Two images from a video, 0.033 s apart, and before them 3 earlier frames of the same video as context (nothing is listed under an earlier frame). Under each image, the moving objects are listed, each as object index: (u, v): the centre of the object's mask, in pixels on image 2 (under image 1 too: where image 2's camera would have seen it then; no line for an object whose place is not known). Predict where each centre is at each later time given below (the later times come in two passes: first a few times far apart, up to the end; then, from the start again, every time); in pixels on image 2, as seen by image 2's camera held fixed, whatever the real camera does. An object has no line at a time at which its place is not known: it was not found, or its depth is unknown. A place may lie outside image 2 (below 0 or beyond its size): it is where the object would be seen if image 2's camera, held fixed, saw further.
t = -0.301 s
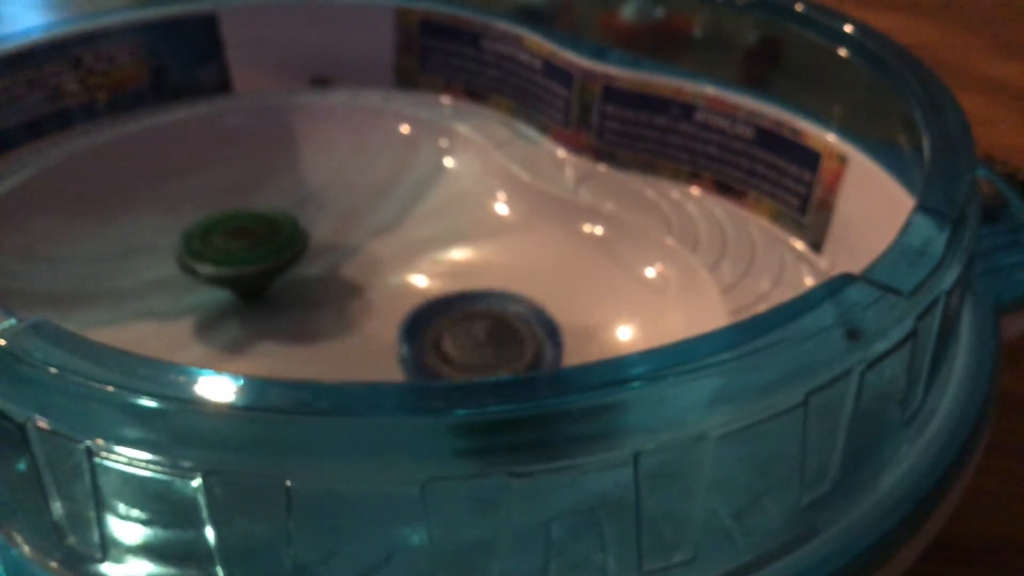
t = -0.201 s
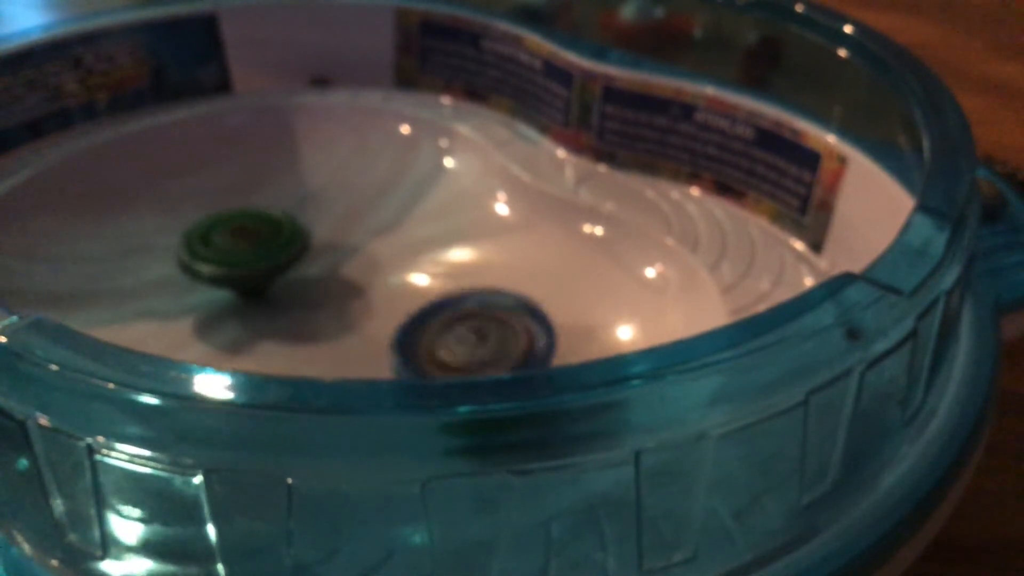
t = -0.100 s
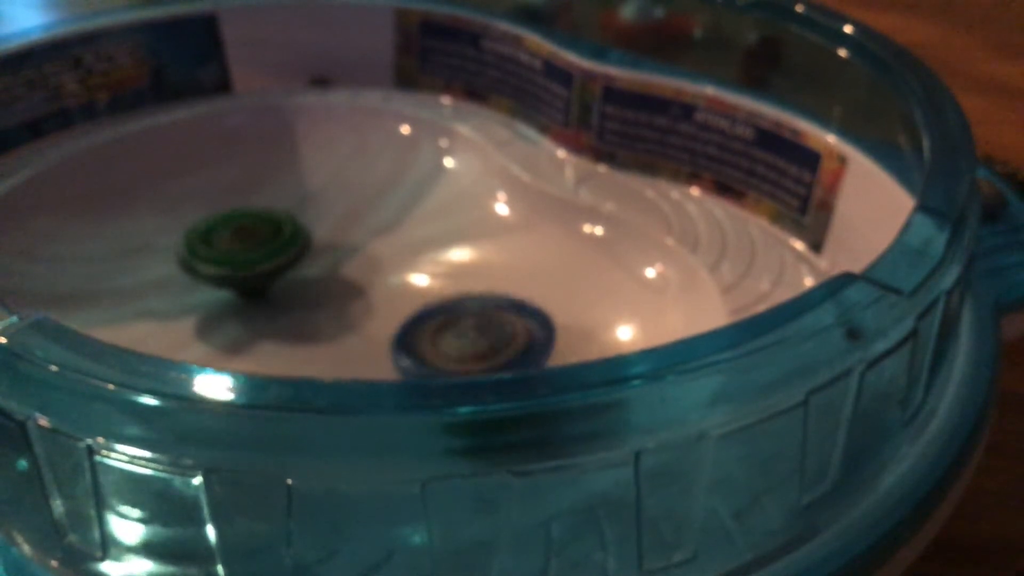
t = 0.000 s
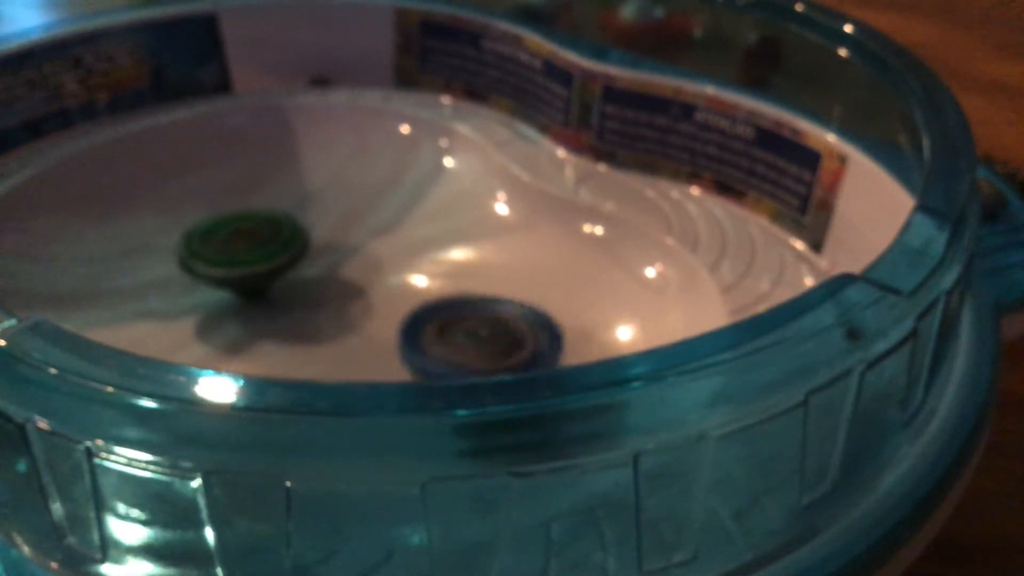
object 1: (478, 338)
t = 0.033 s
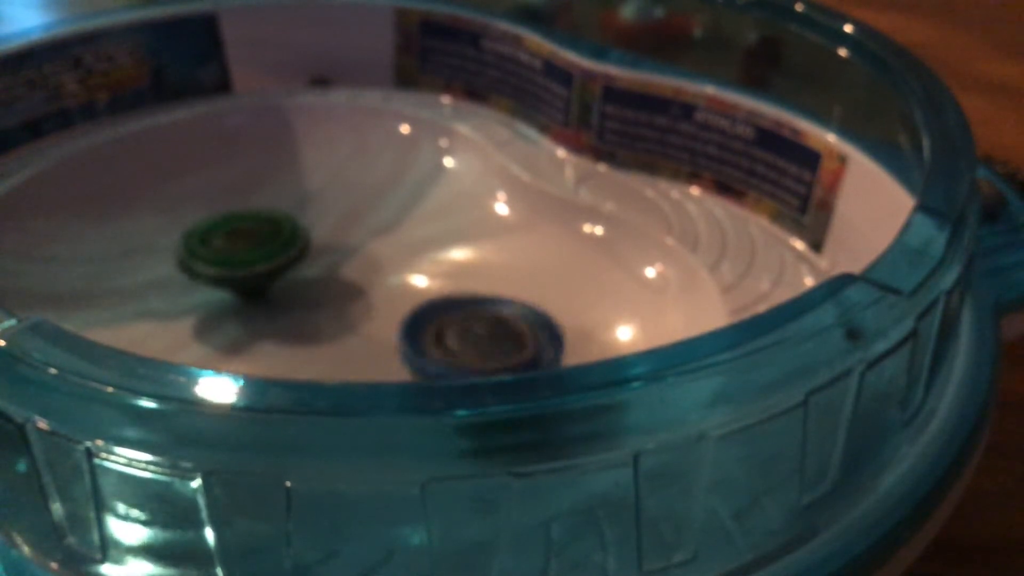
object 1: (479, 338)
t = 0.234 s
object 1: (474, 337)
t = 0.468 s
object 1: (480, 338)
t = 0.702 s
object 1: (469, 339)
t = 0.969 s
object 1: (474, 336)
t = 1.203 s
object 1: (470, 340)
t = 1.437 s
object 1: (465, 337)
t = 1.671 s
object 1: (477, 339)
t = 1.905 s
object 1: (464, 339)
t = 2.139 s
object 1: (477, 338)
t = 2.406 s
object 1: (470, 341)
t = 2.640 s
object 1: (470, 339)
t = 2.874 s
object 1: (477, 340)
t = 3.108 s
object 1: (463, 339)
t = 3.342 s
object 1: (472, 342)
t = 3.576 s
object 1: (460, 338)
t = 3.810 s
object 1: (472, 340)
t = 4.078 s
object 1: (466, 339)
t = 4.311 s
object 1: (471, 340)
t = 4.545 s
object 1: (469, 341)
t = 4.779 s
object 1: (478, 341)
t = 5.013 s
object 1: (483, 339)
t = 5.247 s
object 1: (465, 341)
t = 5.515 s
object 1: (471, 342)
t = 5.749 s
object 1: (471, 343)
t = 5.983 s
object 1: (468, 340)
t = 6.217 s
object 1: (471, 341)
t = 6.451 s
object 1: (455, 342)
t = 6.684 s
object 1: (464, 340)
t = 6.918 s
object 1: (465, 342)
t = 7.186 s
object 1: (462, 335)
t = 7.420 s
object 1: (455, 344)
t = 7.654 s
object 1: (460, 340)
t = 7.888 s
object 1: (471, 346)
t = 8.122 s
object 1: (468, 341)
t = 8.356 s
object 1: (484, 339)
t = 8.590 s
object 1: (482, 344)
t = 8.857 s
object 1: (483, 342)
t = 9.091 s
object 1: (487, 339)
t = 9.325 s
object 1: (480, 341)
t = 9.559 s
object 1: (484, 334)
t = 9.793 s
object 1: (478, 338)
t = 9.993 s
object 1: (473, 341)
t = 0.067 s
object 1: (479, 338)
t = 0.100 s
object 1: (479, 337)
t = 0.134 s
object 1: (478, 337)
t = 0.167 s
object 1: (475, 337)
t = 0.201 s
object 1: (475, 336)
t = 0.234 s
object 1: (474, 337)
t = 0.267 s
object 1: (472, 338)
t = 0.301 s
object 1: (472, 338)
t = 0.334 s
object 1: (473, 339)
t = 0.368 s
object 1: (474, 340)
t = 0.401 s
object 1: (477, 339)
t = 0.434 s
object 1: (480, 339)
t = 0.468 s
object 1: (480, 338)
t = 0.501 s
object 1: (480, 337)
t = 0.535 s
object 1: (480, 337)
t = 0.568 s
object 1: (478, 337)
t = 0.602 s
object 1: (475, 337)
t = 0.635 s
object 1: (472, 337)
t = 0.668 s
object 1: (471, 337)
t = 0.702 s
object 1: (469, 339)
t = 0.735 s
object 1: (469, 341)
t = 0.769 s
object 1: (473, 341)
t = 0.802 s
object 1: (477, 341)
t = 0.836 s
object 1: (479, 339)
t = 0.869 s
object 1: (479, 337)
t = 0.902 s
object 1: (479, 337)
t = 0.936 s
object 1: (477, 336)
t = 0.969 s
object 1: (474, 336)
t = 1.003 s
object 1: (472, 336)
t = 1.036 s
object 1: (469, 337)
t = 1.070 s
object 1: (466, 337)
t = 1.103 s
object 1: (466, 337)
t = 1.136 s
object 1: (466, 339)
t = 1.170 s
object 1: (467, 340)
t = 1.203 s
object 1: (470, 340)
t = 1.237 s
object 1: (475, 339)
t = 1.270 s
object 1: (477, 338)
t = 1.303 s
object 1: (476, 338)
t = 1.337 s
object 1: (476, 337)
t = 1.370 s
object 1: (473, 338)
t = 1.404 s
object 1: (470, 338)
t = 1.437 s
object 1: (465, 337)
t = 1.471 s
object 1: (463, 338)
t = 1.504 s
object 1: (463, 338)
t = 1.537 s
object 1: (464, 340)
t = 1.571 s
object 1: (467, 340)
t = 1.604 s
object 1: (470, 341)
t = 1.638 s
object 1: (473, 339)
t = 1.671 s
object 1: (477, 339)
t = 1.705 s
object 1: (478, 338)
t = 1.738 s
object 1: (478, 338)
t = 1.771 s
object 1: (475, 338)
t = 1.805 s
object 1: (472, 338)
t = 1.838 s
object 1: (468, 338)
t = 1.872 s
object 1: (465, 339)
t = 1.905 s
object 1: (464, 339)
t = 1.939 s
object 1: (466, 340)
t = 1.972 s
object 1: (468, 341)
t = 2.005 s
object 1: (471, 340)
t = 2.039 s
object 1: (477, 340)
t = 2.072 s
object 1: (477, 339)
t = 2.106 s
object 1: (478, 338)
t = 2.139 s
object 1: (477, 338)
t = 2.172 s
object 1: (475, 338)
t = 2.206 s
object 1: (471, 338)
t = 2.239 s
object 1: (466, 338)
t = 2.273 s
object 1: (464, 339)
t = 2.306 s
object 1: (464, 339)
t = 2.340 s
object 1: (465, 340)
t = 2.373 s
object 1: (467, 341)
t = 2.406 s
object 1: (470, 341)
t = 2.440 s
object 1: (472, 341)
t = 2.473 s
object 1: (475, 340)
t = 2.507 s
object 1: (477, 340)
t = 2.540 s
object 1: (478, 339)
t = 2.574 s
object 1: (475, 338)
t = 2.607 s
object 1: (473, 338)
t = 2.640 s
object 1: (470, 339)
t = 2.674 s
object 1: (467, 339)
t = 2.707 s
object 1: (465, 338)
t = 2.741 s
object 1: (465, 340)
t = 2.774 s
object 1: (467, 341)
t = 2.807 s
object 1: (469, 341)
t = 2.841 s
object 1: (472, 341)
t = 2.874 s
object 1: (477, 340)
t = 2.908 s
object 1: (476, 339)
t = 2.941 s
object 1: (475, 338)
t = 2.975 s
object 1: (473, 339)
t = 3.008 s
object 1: (471, 339)
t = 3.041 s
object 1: (469, 339)
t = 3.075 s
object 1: (464, 339)
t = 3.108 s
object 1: (463, 339)
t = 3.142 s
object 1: (464, 339)
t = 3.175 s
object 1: (464, 339)
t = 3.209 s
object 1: (465, 340)
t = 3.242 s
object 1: (466, 342)
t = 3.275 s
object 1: (468, 342)
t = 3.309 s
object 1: (470, 342)
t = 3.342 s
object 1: (472, 342)
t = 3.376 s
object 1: (474, 341)
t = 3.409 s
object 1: (473, 339)
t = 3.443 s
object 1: (470, 339)
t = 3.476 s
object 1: (469, 339)
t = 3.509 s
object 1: (466, 338)
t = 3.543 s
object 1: (461, 338)
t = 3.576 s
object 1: (460, 338)
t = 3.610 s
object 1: (462, 340)
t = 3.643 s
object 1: (463, 341)
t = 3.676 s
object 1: (464, 341)
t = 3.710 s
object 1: (467, 342)
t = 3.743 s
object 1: (472, 342)
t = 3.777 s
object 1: (472, 340)
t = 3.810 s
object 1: (472, 340)
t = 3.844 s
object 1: (472, 340)
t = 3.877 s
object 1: (471, 340)
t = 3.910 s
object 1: (467, 340)
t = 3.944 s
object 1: (465, 340)
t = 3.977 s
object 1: (466, 339)
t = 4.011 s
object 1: (467, 338)
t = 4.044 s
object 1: (467, 338)
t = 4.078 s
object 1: (466, 339)
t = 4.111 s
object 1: (466, 341)
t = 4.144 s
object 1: (468, 341)
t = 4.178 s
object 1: (471, 341)
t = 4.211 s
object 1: (472, 341)
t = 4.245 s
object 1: (473, 341)
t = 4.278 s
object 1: (473, 341)
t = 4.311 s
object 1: (471, 340)
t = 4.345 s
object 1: (468, 340)
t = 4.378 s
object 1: (464, 340)
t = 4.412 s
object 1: (460, 339)
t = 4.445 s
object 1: (461, 341)
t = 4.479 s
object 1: (466, 341)
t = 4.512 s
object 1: (468, 341)
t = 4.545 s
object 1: (469, 341)
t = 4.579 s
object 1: (471, 342)
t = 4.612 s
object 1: (474, 343)
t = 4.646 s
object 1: (479, 342)
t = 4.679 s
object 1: (481, 342)
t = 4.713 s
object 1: (482, 341)
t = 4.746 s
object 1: (481, 341)
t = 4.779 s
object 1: (478, 341)
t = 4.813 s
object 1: (475, 341)
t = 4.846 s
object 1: (476, 341)
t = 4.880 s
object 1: (477, 340)
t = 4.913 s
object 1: (479, 340)
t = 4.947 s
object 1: (479, 340)
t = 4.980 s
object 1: (481, 341)
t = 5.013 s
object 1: (483, 339)
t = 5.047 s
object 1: (482, 338)
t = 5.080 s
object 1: (481, 337)
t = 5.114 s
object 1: (479, 338)
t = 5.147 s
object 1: (476, 339)
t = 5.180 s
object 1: (473, 340)
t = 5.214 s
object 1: (469, 340)
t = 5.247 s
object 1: (465, 341)
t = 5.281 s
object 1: (463, 343)
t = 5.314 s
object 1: (464, 343)
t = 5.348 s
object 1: (466, 343)
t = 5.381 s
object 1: (469, 343)
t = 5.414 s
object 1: (468, 341)
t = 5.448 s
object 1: (468, 340)
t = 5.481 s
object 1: (469, 341)
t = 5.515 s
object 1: (471, 342)
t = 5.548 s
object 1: (471, 342)
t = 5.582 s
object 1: (469, 344)
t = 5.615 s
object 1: (467, 344)
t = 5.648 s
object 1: (468, 346)
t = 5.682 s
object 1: (470, 344)
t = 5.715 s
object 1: (470, 344)
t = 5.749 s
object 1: (471, 343)
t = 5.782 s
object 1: (472, 342)
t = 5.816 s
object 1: (473, 341)
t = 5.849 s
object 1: (473, 338)
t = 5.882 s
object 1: (473, 336)
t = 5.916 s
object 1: (473, 337)
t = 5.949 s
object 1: (471, 338)
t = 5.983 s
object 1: (468, 340)
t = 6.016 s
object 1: (465, 342)
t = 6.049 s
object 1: (466, 343)
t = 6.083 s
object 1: (468, 344)
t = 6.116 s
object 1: (469, 345)
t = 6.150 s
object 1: (470, 344)
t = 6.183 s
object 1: (471, 343)
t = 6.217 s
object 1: (471, 341)
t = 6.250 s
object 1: (471, 336)
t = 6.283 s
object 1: (469, 335)
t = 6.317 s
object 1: (468, 335)
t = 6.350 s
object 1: (464, 336)
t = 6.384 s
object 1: (462, 337)
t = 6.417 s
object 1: (459, 339)
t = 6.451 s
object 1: (455, 342)
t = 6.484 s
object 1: (455, 345)
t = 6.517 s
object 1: (456, 348)
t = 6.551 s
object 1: (457, 348)
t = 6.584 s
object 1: (459, 347)
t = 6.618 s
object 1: (462, 346)
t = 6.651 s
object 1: (463, 343)
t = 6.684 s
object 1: (464, 340)
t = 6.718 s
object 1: (464, 338)
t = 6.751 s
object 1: (466, 338)
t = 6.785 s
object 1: (466, 337)
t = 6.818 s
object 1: (464, 339)
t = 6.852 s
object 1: (465, 339)
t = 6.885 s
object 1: (466, 341)
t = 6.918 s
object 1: (465, 342)
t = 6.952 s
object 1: (463, 343)
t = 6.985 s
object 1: (461, 345)
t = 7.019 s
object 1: (463, 345)
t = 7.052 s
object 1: (467, 344)
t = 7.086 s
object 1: (466, 339)
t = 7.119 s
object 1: (466, 337)
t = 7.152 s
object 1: (465, 336)
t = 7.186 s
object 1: (462, 335)
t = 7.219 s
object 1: (459, 335)
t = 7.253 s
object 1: (457, 335)
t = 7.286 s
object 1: (455, 336)
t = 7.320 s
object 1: (455, 339)
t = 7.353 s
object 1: (455, 340)
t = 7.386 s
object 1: (454, 343)
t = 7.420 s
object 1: (455, 344)
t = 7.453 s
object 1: (457, 344)
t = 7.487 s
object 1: (456, 343)
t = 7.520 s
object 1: (456, 342)
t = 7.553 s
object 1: (460, 340)
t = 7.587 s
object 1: (464, 339)
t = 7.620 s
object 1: (463, 339)
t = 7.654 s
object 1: (460, 340)
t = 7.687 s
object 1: (458, 340)
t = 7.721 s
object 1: (459, 341)
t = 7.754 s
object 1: (462, 344)
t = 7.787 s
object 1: (464, 346)
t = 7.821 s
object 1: (465, 346)
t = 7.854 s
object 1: (468, 347)
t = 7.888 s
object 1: (471, 346)
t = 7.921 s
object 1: (473, 343)
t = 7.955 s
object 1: (473, 340)
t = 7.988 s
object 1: (475, 339)
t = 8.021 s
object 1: (475, 339)
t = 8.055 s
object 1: (472, 339)
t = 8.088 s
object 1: (469, 340)
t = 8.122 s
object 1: (468, 341)
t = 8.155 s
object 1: (470, 342)
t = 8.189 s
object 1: (472, 344)
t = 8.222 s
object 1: (473, 345)
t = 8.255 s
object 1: (476, 344)
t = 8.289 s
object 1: (478, 344)
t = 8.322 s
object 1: (483, 341)
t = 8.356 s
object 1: (484, 339)
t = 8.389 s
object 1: (485, 338)
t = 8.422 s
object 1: (484, 338)
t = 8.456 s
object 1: (481, 338)
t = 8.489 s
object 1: (478, 339)
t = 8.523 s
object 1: (478, 340)
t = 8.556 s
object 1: (480, 343)
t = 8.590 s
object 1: (482, 344)
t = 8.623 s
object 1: (484, 343)
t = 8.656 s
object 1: (484, 341)
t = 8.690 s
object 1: (485, 341)
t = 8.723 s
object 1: (488, 340)
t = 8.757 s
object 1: (489, 340)
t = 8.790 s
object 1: (488, 340)
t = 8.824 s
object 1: (486, 341)
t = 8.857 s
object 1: (483, 342)
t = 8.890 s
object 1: (484, 345)
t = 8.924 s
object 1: (486, 347)
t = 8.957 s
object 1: (484, 349)
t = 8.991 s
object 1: (486, 347)
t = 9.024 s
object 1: (487, 344)
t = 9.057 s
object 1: (486, 340)
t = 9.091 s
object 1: (487, 339)
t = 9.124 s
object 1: (489, 338)
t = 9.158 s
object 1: (486, 338)
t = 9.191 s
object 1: (485, 338)
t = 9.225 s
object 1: (484, 338)
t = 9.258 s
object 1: (482, 339)
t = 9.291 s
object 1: (480, 340)
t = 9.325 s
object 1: (480, 341)
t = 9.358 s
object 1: (479, 342)
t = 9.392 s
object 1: (483, 342)
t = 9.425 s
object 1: (482, 339)
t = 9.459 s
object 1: (484, 335)
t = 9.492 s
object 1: (483, 334)
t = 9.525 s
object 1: (484, 334)
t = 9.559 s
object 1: (484, 334)
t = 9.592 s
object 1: (484, 335)
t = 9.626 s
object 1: (480, 335)
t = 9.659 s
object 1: (477, 336)
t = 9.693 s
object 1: (475, 335)
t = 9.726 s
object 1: (475, 335)
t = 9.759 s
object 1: (476, 336)
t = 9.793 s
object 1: (478, 338)
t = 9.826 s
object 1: (473, 340)
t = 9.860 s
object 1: (475, 342)
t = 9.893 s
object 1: (474, 342)
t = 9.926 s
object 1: (475, 341)
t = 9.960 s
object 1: (476, 341)
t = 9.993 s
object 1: (473, 341)
